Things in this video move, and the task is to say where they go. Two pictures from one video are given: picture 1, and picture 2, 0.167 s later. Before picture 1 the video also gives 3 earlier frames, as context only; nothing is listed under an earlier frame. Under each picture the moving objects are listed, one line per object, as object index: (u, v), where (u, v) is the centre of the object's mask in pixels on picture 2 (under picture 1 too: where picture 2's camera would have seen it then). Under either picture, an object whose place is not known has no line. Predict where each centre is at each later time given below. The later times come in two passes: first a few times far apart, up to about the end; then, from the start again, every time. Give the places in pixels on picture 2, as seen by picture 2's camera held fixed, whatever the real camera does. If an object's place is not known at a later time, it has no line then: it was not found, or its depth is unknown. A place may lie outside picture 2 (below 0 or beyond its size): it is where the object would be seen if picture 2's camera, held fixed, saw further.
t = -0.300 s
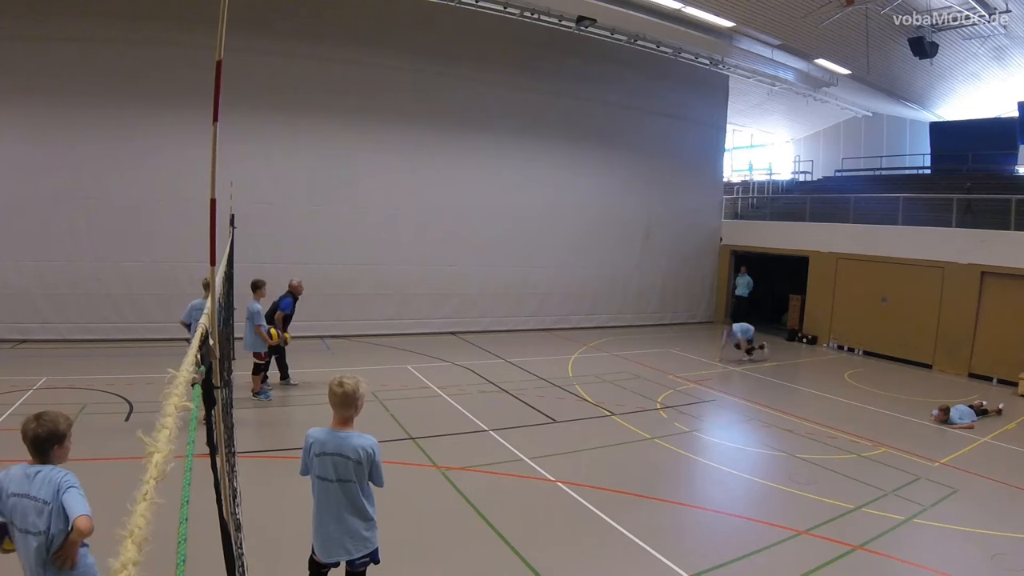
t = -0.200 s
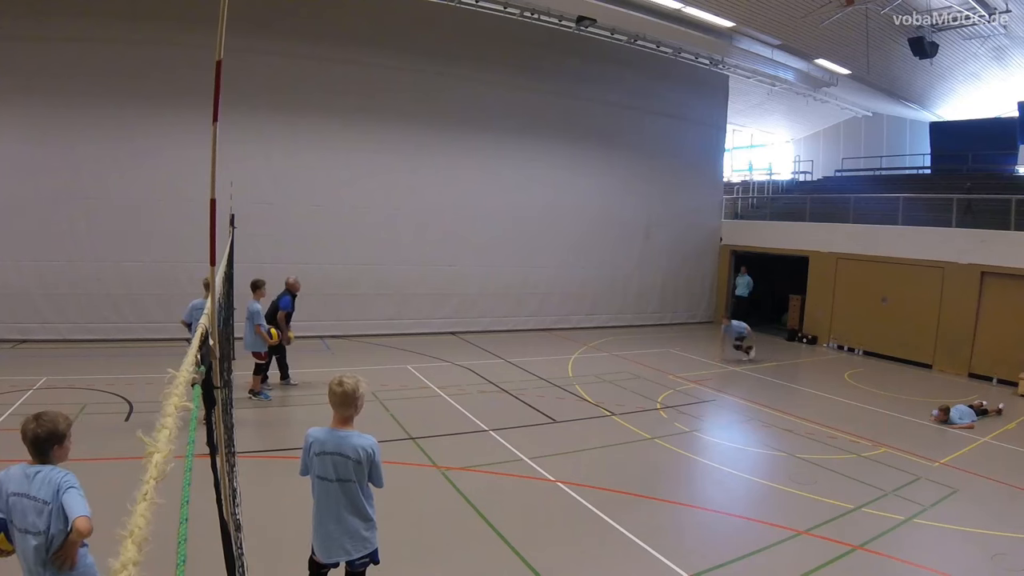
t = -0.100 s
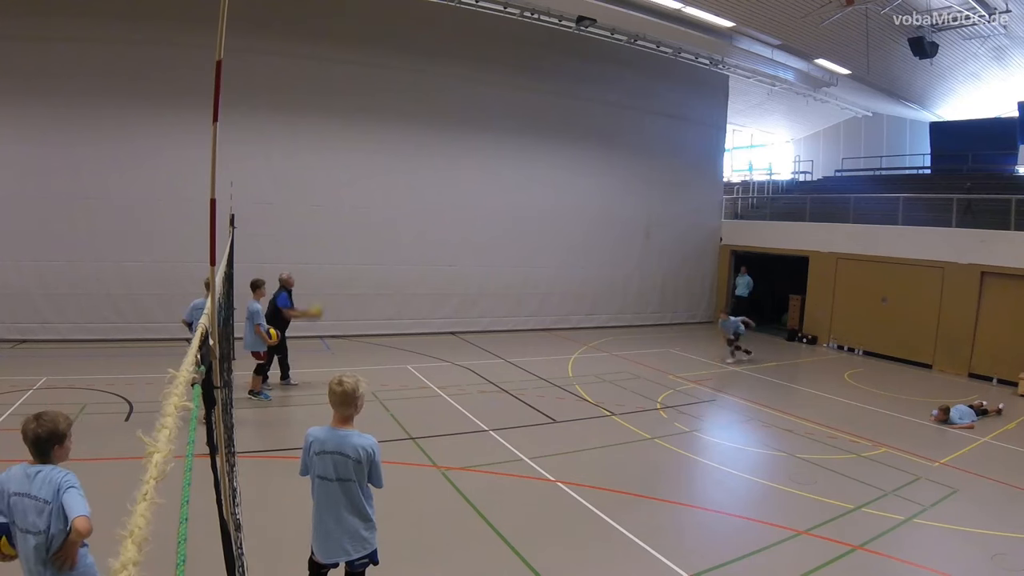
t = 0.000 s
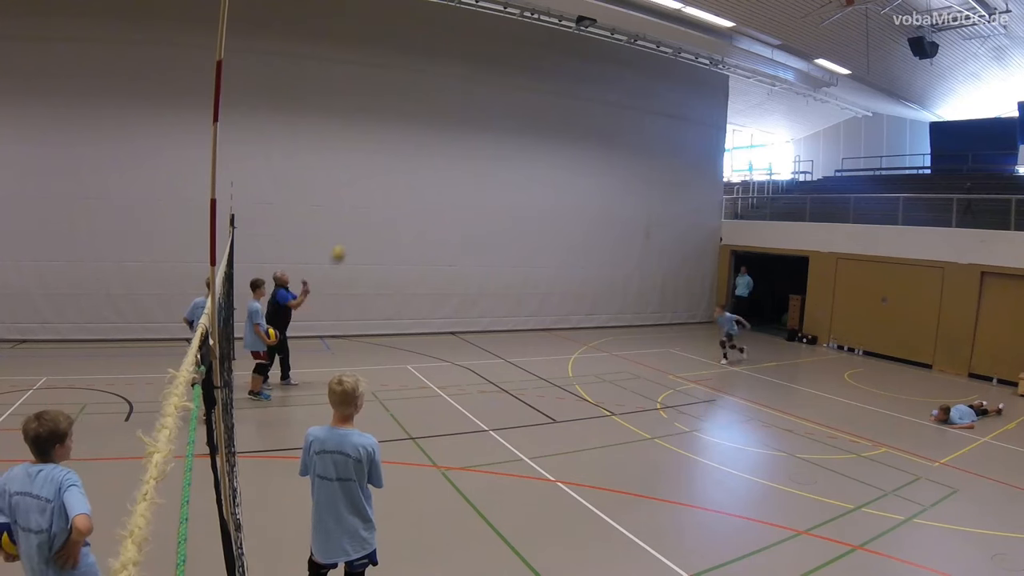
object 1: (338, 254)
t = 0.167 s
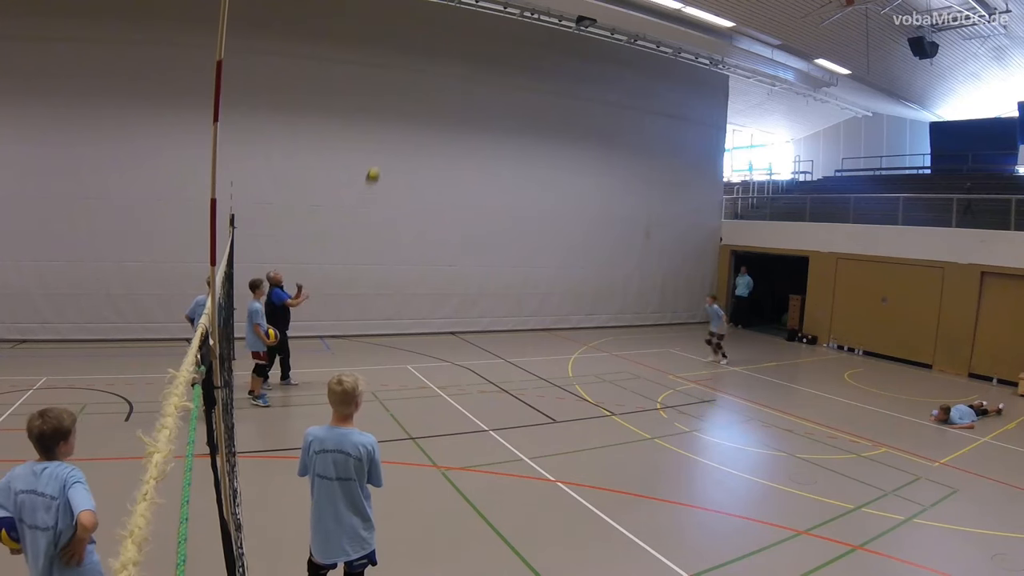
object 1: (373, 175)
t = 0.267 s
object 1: (392, 139)
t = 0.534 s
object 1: (440, 78)
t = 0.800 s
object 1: (482, 66)
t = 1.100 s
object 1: (523, 104)
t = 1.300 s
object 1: (547, 157)
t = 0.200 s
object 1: (379, 162)
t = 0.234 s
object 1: (385, 150)
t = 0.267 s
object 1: (392, 139)
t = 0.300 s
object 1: (398, 128)
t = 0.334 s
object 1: (404, 119)
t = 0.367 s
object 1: (410, 110)
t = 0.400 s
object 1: (416, 102)
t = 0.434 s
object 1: (422, 94)
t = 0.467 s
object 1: (428, 88)
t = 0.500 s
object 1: (434, 83)
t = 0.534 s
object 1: (440, 78)
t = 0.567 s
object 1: (445, 74)
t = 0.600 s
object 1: (450, 71)
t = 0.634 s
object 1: (456, 68)
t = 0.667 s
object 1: (461, 67)
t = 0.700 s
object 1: (467, 66)
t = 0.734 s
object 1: (472, 65)
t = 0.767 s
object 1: (477, 65)
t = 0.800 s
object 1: (482, 66)
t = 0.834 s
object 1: (487, 67)
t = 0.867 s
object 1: (492, 70)
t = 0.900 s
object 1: (497, 72)
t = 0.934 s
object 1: (501, 76)
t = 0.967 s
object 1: (506, 80)
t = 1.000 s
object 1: (511, 85)
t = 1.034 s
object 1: (516, 91)
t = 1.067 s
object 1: (519, 97)
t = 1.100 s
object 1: (523, 104)
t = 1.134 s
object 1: (527, 111)
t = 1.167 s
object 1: (531, 119)
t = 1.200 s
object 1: (535, 128)
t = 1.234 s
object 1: (539, 137)
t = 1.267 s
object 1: (543, 147)
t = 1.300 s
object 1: (547, 157)
